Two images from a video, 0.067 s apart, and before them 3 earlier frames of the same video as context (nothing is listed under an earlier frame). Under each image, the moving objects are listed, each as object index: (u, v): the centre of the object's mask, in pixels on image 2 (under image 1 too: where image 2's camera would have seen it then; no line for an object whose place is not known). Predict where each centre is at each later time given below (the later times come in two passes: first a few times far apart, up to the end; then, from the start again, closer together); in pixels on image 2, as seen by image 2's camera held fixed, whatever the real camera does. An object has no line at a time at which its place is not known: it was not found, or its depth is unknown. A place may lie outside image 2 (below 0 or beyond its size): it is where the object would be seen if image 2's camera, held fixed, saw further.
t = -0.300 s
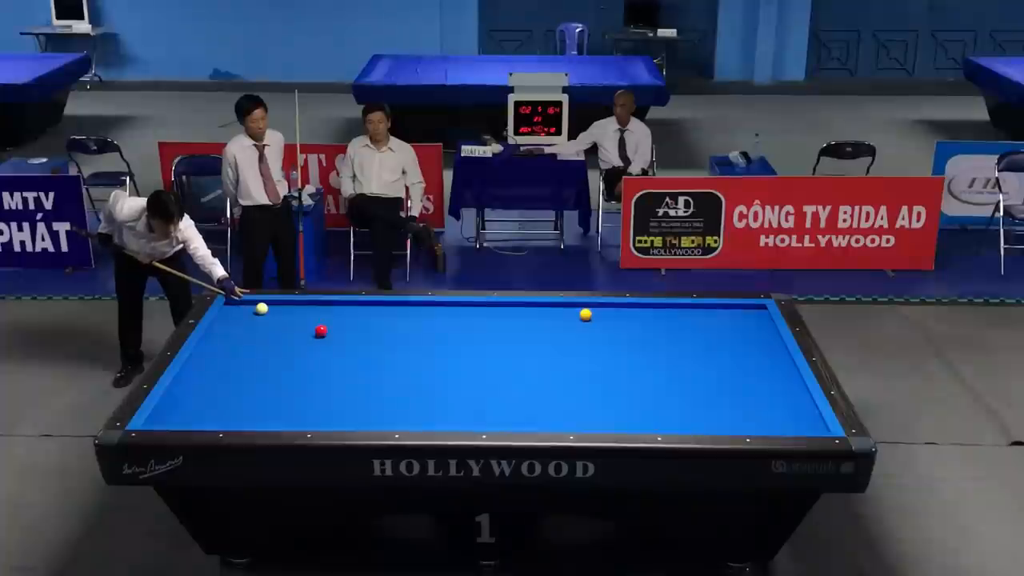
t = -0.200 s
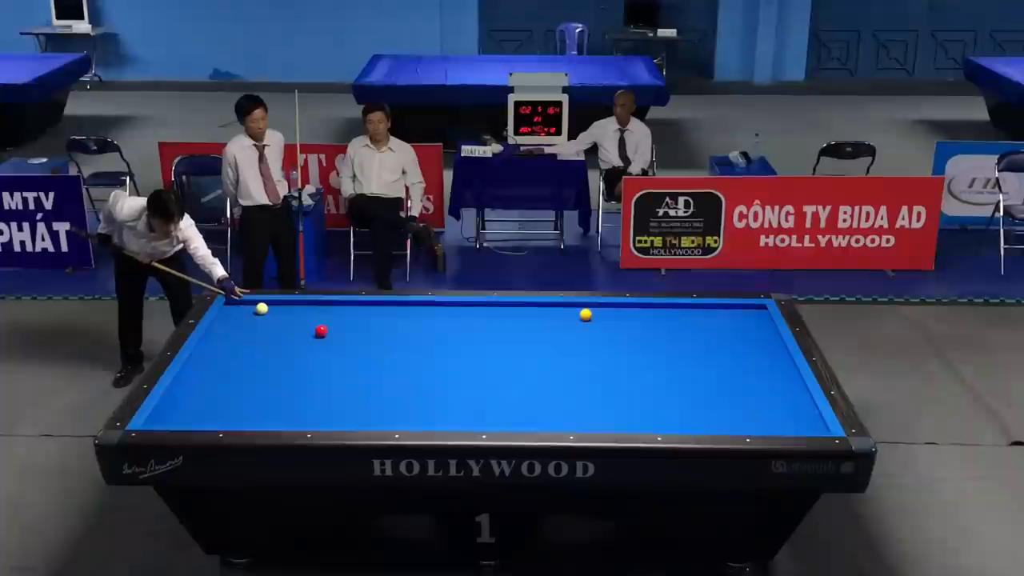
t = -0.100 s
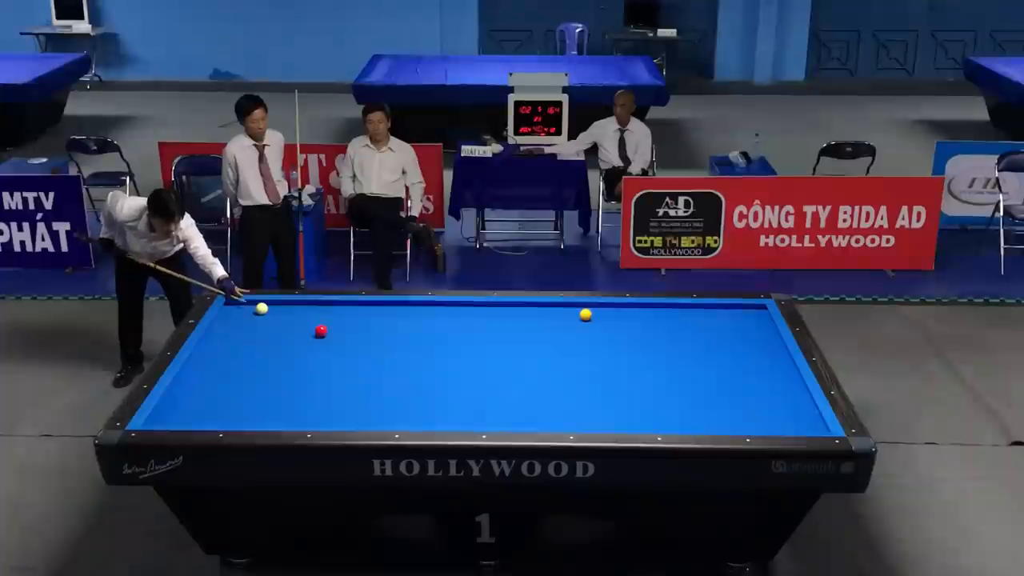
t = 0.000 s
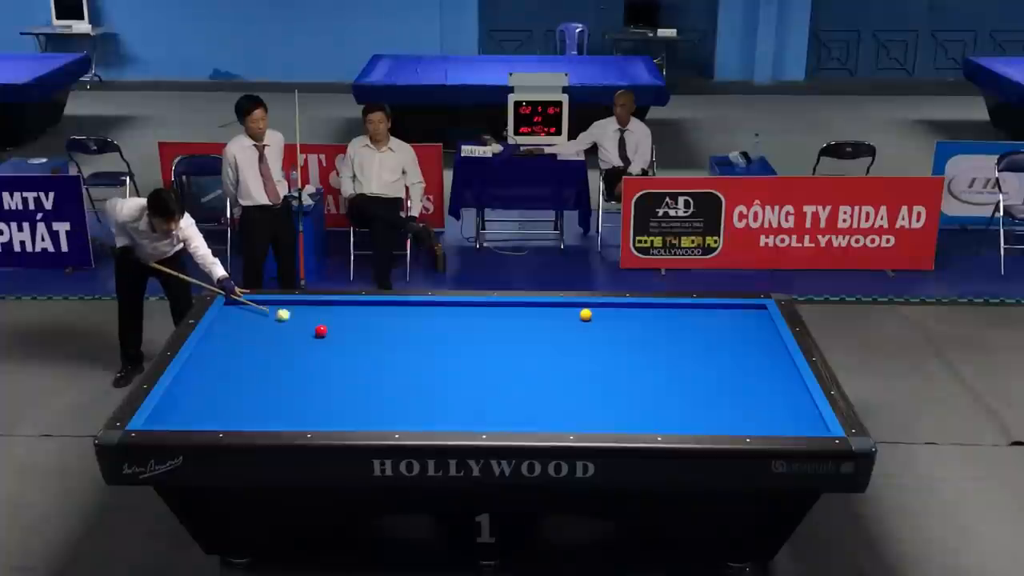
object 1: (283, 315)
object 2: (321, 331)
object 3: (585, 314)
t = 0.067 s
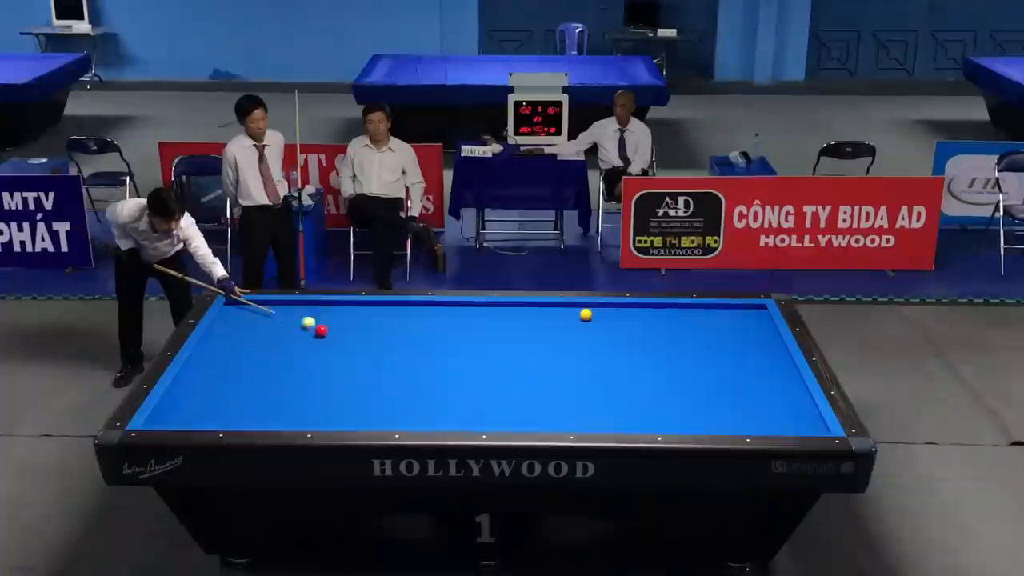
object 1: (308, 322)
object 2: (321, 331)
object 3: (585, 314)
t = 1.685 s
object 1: (629, 329)
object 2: (433, 366)
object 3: (666, 309)
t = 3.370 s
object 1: (784, 362)
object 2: (529, 314)
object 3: (724, 331)
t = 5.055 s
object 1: (725, 375)
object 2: (576, 350)
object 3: (644, 352)
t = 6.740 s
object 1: (686, 383)
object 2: (610, 384)
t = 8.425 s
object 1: (672, 385)
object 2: (630, 414)
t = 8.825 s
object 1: (671, 385)
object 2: (634, 420)
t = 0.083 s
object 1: (314, 324)
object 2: (321, 331)
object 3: (585, 314)
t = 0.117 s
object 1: (326, 325)
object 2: (322, 334)
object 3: (585, 314)
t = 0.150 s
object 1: (336, 325)
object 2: (323, 339)
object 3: (585, 314)
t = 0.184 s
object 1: (346, 324)
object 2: (325, 343)
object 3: (585, 314)
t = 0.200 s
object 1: (351, 324)
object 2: (326, 345)
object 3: (585, 314)
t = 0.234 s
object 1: (361, 324)
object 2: (328, 350)
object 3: (585, 314)
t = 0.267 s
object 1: (370, 323)
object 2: (329, 354)
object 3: (585, 314)
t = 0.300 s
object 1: (379, 323)
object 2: (331, 359)
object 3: (585, 314)
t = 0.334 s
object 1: (388, 322)
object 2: (333, 363)
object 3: (585, 314)
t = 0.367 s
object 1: (396, 322)
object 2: (334, 367)
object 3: (585, 314)
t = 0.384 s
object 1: (400, 322)
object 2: (335, 370)
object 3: (585, 314)
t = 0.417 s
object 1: (409, 322)
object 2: (336, 374)
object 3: (585, 314)
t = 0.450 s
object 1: (418, 322)
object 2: (338, 378)
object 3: (585, 314)
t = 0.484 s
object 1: (426, 321)
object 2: (340, 381)
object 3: (585, 314)
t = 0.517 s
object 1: (435, 321)
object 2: (341, 385)
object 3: (585, 314)
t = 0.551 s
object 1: (443, 321)
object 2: (343, 389)
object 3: (585, 314)
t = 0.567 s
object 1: (447, 321)
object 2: (344, 391)
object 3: (585, 314)
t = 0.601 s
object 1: (456, 320)
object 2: (345, 395)
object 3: (585, 314)
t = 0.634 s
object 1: (464, 320)
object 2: (347, 399)
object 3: (585, 314)
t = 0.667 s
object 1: (473, 320)
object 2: (349, 404)
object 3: (585, 314)
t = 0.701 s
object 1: (481, 319)
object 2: (350, 407)
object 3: (585, 314)
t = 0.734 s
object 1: (489, 319)
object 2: (352, 412)
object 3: (585, 314)
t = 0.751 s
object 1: (493, 319)
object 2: (353, 413)
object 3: (585, 314)
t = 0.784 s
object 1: (502, 319)
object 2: (354, 418)
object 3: (585, 314)
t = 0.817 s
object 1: (510, 319)
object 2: (357, 420)
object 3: (585, 314)
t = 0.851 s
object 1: (518, 318)
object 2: (359, 422)
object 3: (585, 314)
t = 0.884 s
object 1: (527, 318)
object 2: (362, 420)
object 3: (585, 314)
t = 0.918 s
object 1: (535, 318)
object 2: (366, 418)
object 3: (585, 314)
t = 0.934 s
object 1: (539, 318)
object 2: (367, 417)
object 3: (585, 314)
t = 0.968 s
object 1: (547, 318)
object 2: (371, 414)
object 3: (585, 314)
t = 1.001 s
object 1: (555, 318)
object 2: (374, 410)
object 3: (585, 314)
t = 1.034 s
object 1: (563, 317)
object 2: (377, 408)
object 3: (585, 314)
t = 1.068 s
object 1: (572, 317)
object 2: (381, 405)
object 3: (585, 314)
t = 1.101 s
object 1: (576, 317)
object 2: (384, 403)
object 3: (589, 314)
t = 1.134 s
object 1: (578, 318)
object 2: (387, 401)
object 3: (595, 313)
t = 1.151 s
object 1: (579, 318)
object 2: (388, 399)
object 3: (598, 312)
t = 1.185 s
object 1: (581, 320)
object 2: (392, 397)
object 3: (603, 311)
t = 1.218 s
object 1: (584, 320)
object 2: (395, 395)
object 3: (609, 310)
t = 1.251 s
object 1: (587, 321)
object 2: (397, 393)
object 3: (614, 310)
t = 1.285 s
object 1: (590, 322)
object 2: (400, 391)
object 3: (619, 308)
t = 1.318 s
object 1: (593, 322)
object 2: (403, 388)
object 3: (623, 308)
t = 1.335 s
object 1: (595, 323)
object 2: (405, 387)
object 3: (625, 307)
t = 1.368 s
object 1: (598, 323)
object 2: (407, 385)
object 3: (629, 307)
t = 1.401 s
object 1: (601, 324)
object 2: (411, 383)
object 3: (633, 306)
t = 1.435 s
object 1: (605, 325)
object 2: (413, 381)
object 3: (638, 306)
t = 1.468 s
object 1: (608, 325)
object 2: (416, 379)
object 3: (641, 306)
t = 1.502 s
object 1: (611, 326)
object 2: (419, 377)
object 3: (645, 306)
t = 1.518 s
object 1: (613, 326)
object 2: (420, 376)
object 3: (647, 306)
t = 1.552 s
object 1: (616, 327)
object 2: (423, 374)
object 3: (651, 307)
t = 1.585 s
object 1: (619, 328)
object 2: (426, 372)
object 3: (655, 308)
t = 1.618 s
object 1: (623, 328)
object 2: (428, 370)
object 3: (659, 308)
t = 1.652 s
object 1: (626, 329)
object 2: (431, 368)
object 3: (662, 308)
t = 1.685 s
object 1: (629, 329)
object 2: (433, 366)
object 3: (666, 309)
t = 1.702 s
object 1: (630, 330)
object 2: (435, 365)
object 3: (668, 309)
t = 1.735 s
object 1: (634, 330)
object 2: (437, 363)
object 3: (672, 309)
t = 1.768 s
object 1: (637, 331)
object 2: (440, 362)
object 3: (676, 310)
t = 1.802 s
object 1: (640, 332)
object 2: (442, 360)
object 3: (679, 310)
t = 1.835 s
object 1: (644, 332)
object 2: (445, 358)
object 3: (683, 311)
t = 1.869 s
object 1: (647, 333)
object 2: (447, 356)
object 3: (687, 311)
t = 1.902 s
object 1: (650, 334)
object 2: (450, 354)
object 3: (691, 311)
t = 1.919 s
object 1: (652, 334)
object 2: (451, 353)
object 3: (692, 312)
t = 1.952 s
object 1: (655, 335)
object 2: (454, 352)
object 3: (696, 312)
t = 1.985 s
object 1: (658, 335)
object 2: (456, 350)
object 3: (700, 313)
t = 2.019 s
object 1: (662, 336)
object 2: (458, 348)
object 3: (704, 313)
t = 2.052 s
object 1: (665, 337)
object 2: (461, 346)
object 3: (708, 313)
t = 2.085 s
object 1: (668, 337)
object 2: (463, 345)
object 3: (711, 314)
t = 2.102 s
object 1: (670, 338)
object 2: (464, 344)
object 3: (713, 314)
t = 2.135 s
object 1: (673, 338)
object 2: (466, 342)
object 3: (717, 314)
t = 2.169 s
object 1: (676, 339)
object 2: (469, 341)
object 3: (720, 315)
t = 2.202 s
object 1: (679, 340)
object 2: (471, 339)
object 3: (724, 315)
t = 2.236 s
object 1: (683, 340)
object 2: (473, 337)
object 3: (728, 315)
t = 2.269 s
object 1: (686, 341)
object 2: (475, 336)
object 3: (732, 316)
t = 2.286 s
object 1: (688, 341)
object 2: (476, 335)
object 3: (734, 316)
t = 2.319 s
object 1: (691, 342)
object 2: (478, 333)
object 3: (737, 317)
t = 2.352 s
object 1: (694, 342)
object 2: (480, 332)
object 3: (741, 317)
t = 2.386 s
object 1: (697, 343)
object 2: (483, 330)
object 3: (745, 318)
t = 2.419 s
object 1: (701, 344)
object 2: (485, 329)
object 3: (748, 318)
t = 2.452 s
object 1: (704, 345)
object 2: (487, 327)
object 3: (752, 318)
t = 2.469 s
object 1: (706, 345)
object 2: (488, 326)
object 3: (754, 319)
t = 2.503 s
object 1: (709, 346)
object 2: (490, 325)
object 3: (758, 319)
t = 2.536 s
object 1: (712, 346)
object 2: (492, 323)
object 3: (762, 319)
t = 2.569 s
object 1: (715, 347)
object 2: (494, 322)
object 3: (765, 320)
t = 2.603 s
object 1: (719, 347)
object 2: (496, 320)
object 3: (766, 320)
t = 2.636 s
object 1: (722, 348)
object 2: (499, 319)
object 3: (764, 321)
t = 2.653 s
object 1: (724, 348)
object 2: (499, 318)
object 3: (763, 321)
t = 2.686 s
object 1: (727, 349)
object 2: (501, 317)
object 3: (761, 321)
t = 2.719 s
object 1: (730, 350)
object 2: (504, 315)
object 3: (759, 322)
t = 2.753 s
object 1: (733, 351)
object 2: (505, 314)
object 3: (757, 322)
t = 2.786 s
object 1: (737, 351)
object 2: (507, 313)
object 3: (755, 323)
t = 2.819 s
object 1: (740, 352)
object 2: (509, 311)
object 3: (754, 323)
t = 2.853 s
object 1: (743, 353)
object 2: (511, 310)
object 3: (751, 323)
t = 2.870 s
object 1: (745, 353)
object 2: (512, 309)
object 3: (751, 324)
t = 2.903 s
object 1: (748, 353)
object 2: (514, 308)
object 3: (749, 324)
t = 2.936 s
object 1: (751, 354)
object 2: (516, 307)
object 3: (747, 325)
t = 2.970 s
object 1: (754, 355)
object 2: (518, 305)
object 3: (745, 325)
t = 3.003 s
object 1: (758, 356)
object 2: (519, 305)
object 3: (744, 326)
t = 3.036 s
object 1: (761, 356)
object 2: (520, 306)
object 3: (742, 326)
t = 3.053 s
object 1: (763, 357)
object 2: (520, 307)
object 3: (741, 326)
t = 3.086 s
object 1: (766, 357)
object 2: (521, 307)
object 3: (739, 327)
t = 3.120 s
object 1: (769, 358)
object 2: (522, 308)
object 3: (737, 328)
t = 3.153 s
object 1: (773, 359)
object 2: (523, 309)
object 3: (736, 328)
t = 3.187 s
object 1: (776, 359)
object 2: (524, 309)
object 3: (734, 328)
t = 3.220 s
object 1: (779, 360)
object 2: (525, 310)
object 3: (732, 329)
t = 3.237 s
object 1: (781, 360)
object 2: (526, 310)
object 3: (731, 329)
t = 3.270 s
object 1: (784, 361)
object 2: (526, 311)
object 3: (730, 329)
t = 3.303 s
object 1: (787, 362)
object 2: (527, 313)
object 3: (728, 330)
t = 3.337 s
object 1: (786, 362)
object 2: (528, 313)
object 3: (726, 330)
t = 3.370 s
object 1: (784, 362)
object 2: (529, 314)
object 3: (724, 331)
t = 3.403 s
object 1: (783, 363)
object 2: (530, 314)
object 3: (723, 331)
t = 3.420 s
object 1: (782, 363)
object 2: (531, 315)
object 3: (722, 331)
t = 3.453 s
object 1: (781, 363)
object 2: (532, 316)
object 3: (720, 332)
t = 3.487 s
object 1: (780, 363)
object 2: (533, 317)
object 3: (718, 332)
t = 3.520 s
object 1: (778, 364)
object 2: (534, 317)
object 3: (716, 333)
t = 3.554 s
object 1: (777, 364)
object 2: (535, 318)
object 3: (715, 333)
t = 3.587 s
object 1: (775, 364)
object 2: (536, 319)
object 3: (713, 334)
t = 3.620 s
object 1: (774, 365)
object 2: (537, 319)
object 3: (711, 334)
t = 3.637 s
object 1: (773, 365)
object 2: (537, 320)
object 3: (711, 334)
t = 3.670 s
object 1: (772, 365)
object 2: (538, 321)
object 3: (709, 335)
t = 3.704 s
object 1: (771, 365)
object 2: (539, 321)
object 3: (707, 335)
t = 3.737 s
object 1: (770, 366)
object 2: (540, 322)
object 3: (706, 335)
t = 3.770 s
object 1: (768, 366)
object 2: (541, 323)
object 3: (704, 336)
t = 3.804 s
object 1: (767, 366)
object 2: (542, 324)
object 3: (702, 337)
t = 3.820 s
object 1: (767, 366)
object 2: (542, 324)
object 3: (701, 337)
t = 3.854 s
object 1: (765, 367)
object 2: (543, 325)
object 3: (700, 337)
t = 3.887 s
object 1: (764, 367)
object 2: (544, 325)
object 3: (698, 338)
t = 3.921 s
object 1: (763, 367)
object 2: (545, 326)
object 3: (697, 338)
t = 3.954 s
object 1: (761, 367)
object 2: (546, 327)
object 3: (695, 338)
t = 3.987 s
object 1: (760, 368)
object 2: (547, 327)
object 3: (693, 339)
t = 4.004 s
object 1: (759, 368)
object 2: (548, 328)
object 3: (692, 339)
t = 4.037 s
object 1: (758, 368)
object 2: (549, 328)
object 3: (691, 339)
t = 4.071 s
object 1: (757, 368)
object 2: (549, 329)
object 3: (689, 340)
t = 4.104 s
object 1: (756, 368)
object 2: (550, 330)
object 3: (687, 340)
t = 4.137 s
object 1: (755, 369)
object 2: (551, 330)
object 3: (686, 341)
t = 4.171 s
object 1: (753, 369)
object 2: (552, 331)
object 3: (684, 341)
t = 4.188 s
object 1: (753, 369)
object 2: (553, 332)
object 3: (683, 341)
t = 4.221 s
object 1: (752, 369)
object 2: (553, 333)
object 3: (682, 342)
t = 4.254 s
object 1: (751, 370)
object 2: (555, 333)
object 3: (680, 342)
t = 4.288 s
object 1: (749, 370)
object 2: (555, 334)
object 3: (679, 342)
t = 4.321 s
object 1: (748, 370)
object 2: (557, 334)
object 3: (677, 343)
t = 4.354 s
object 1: (747, 370)
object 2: (557, 335)
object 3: (675, 343)
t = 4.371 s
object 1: (747, 370)
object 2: (558, 336)
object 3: (675, 344)
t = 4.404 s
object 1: (745, 371)
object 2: (559, 336)
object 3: (673, 344)
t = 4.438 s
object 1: (745, 371)
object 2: (560, 337)
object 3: (671, 344)
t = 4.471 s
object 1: (743, 371)
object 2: (560, 338)
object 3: (670, 345)
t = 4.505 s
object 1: (742, 371)
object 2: (561, 338)
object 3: (668, 345)
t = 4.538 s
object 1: (741, 372)
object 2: (562, 339)
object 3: (667, 346)
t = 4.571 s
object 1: (740, 372)
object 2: (563, 340)
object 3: (665, 346)
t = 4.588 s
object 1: (740, 372)
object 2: (563, 340)
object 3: (665, 346)
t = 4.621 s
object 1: (738, 372)
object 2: (564, 341)
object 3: (663, 346)
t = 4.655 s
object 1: (737, 372)
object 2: (565, 341)
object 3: (661, 347)
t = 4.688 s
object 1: (736, 373)
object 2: (566, 342)
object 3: (660, 347)
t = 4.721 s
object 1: (735, 373)
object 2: (567, 343)
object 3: (659, 348)
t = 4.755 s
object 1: (734, 373)
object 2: (568, 344)
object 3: (657, 348)
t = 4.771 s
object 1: (733, 373)
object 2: (569, 344)
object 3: (656, 348)
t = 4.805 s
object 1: (732, 373)
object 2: (570, 345)
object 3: (655, 349)
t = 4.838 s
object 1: (731, 374)
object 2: (571, 345)
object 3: (653, 349)
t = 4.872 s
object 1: (730, 374)
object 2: (571, 346)
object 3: (652, 350)
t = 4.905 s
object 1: (729, 374)
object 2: (572, 347)
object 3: (651, 350)
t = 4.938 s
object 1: (728, 374)
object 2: (573, 347)
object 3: (649, 350)
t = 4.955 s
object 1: (728, 374)
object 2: (573, 347)
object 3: (648, 350)
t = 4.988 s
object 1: (727, 374)
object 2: (574, 348)
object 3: (647, 351)
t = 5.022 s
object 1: (726, 374)
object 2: (575, 349)
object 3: (645, 352)
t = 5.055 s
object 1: (725, 375)
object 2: (576, 350)
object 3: (644, 352)
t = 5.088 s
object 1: (724, 375)
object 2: (577, 350)
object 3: (643, 352)
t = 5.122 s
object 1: (723, 375)
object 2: (578, 351)
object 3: (641, 353)
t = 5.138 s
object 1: (722, 375)
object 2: (578, 351)
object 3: (640, 353)
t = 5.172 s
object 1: (721, 375)
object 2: (579, 352)
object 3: (639, 353)
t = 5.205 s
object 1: (720, 375)
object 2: (580, 352)
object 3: (638, 354)
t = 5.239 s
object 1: (719, 376)
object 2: (581, 353)
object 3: (636, 354)
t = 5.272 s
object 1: (719, 376)
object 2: (582, 354)
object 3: (635, 354)
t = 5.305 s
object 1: (718, 376)
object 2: (583, 354)
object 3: (634, 355)
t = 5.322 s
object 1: (717, 376)
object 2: (583, 355)
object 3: (633, 355)
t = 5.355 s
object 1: (716, 376)
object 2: (584, 355)
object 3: (632, 355)
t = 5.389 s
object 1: (715, 376)
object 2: (585, 356)
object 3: (630, 355)
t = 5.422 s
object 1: (714, 376)
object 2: (586, 357)
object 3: (629, 356)
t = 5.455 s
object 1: (714, 377)
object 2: (586, 357)
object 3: (628, 356)
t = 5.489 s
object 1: (713, 377)
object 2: (587, 358)
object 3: (626, 357)
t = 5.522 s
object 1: (712, 377)
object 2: (588, 359)
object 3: (625, 357)
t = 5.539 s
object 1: (711, 377)
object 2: (589, 359)
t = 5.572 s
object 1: (711, 377)
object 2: (590, 360)
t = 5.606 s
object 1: (709, 377)
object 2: (590, 360)
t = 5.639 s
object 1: (709, 378)
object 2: (591, 361)
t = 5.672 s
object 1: (708, 378)
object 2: (592, 362)
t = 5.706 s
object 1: (707, 378)
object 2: (593, 362)
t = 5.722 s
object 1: (707, 378)
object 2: (593, 363)
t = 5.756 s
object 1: (706, 378)
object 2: (594, 363)
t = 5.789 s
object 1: (705, 378)
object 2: (595, 364)
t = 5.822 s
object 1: (704, 379)
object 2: (596, 364)
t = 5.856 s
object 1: (704, 379)
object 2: (596, 365)
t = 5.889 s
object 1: (703, 379)
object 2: (597, 366)
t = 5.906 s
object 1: (702, 379)
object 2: (598, 366)
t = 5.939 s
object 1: (701, 379)
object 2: (598, 367)
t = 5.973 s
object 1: (701, 379)
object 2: (599, 367)
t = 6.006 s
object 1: (700, 379)
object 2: (600, 368)
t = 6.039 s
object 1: (699, 379)
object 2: (600, 369)
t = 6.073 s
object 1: (699, 379)
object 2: (601, 370)
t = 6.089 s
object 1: (698, 380)
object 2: (601, 370)
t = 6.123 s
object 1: (698, 380)
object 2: (601, 371)
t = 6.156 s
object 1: (697, 380)
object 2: (602, 371)
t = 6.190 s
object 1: (696, 380)
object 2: (602, 372)
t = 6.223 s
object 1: (695, 380)
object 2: (603, 373)
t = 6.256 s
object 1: (695, 380)
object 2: (603, 373)
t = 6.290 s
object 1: (694, 381)
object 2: (603, 374)
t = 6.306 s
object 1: (694, 381)
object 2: (604, 374)
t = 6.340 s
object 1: (693, 381)
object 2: (604, 375)
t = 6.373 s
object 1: (693, 381)
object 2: (605, 376)
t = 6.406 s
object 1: (692, 381)
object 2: (605, 376)
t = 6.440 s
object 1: (691, 381)
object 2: (606, 377)
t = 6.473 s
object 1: (691, 382)
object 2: (606, 378)
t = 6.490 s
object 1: (690, 382)
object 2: (606, 378)
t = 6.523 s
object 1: (690, 382)
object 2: (607, 379)
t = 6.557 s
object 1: (689, 382)
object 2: (607, 380)
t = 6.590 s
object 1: (689, 382)
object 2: (608, 380)
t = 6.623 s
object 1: (688, 382)
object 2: (608, 381)
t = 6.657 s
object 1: (688, 382)
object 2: (609, 382)
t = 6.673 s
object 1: (687, 382)
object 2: (609, 382)
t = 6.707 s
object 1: (687, 382)
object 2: (609, 383)
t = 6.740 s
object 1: (686, 383)
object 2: (610, 384)
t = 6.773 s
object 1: (685, 383)
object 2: (610, 384)
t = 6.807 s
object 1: (685, 383)
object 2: (611, 385)
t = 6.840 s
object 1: (685, 383)
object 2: (611, 386)
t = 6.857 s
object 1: (684, 383)
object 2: (611, 386)
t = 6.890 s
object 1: (684, 383)
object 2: (612, 387)
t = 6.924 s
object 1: (683, 383)
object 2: (612, 387)
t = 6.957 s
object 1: (683, 383)
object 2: (613, 388)
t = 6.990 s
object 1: (682, 383)
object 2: (613, 389)
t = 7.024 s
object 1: (681, 383)
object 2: (613, 389)
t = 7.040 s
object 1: (681, 383)
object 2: (614, 389)
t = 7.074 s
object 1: (681, 383)
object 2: (614, 390)
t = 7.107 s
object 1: (681, 383)
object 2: (615, 391)
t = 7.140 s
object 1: (680, 383)
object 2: (615, 392)
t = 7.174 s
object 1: (679, 383)
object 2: (615, 392)
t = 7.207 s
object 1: (679, 383)
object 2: (616, 393)
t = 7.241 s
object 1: (679, 384)
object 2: (616, 394)
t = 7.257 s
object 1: (679, 384)
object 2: (617, 394)
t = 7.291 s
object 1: (678, 384)
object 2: (617, 395)
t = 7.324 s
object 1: (678, 384)
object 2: (617, 395)
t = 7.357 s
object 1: (678, 384)
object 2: (618, 396)
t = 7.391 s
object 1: (677, 384)
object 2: (618, 396)
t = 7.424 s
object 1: (677, 384)
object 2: (618, 397)
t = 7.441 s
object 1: (677, 384)
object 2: (619, 398)
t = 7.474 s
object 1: (676, 384)
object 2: (619, 398)
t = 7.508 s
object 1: (676, 384)
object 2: (620, 399)
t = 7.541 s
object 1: (676, 384)
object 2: (620, 399)
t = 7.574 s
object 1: (676, 384)
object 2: (621, 400)
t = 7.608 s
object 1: (675, 384)
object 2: (621, 401)
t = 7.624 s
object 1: (675, 384)
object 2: (621, 401)
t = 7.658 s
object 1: (675, 384)
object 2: (621, 401)
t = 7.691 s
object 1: (675, 384)
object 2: (622, 402)
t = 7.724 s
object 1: (674, 384)
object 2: (622, 403)
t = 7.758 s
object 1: (674, 384)
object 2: (623, 403)
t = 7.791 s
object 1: (674, 385)
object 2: (623, 404)
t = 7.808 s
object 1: (674, 385)
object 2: (624, 404)
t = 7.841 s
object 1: (674, 385)
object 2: (624, 405)
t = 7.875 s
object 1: (673, 385)
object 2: (624, 405)
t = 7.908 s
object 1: (673, 385)
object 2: (625, 406)
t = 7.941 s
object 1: (673, 385)
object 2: (625, 406)
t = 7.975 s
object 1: (673, 385)
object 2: (625, 407)
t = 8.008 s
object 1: (673, 385)
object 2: (626, 407)
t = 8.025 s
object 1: (673, 385)
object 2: (626, 407)
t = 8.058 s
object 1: (673, 385)
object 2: (626, 408)
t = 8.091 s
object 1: (673, 385)
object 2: (627, 409)
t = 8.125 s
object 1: (672, 385)
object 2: (627, 409)
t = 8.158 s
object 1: (672, 385)
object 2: (627, 410)
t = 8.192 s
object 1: (672, 385)
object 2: (628, 410)
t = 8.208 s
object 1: (672, 385)
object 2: (628, 411)
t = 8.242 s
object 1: (672, 385)
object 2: (628, 411)
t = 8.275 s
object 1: (672, 385)
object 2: (629, 412)
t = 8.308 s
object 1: (672, 385)
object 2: (629, 412)
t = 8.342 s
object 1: (672, 385)
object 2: (629, 413)
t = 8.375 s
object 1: (672, 385)
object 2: (630, 413)
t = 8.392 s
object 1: (672, 385)
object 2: (630, 413)
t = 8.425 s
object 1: (672, 385)
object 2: (630, 414)
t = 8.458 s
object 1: (672, 385)
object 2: (631, 414)
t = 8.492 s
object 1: (672, 385)
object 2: (631, 415)
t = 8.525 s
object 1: (672, 385)
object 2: (631, 415)
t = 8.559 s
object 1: (672, 385)
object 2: (632, 416)
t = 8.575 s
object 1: (672, 385)
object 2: (632, 416)
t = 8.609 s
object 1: (672, 385)
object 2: (632, 416)
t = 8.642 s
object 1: (672, 385)
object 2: (633, 417)
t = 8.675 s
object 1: (672, 385)
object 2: (633, 418)
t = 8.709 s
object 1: (671, 385)
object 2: (633, 418)
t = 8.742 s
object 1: (671, 385)
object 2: (634, 419)
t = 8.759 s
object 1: (671, 385)
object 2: (634, 419)
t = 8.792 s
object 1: (671, 385)
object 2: (634, 419)
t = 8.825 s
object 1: (671, 385)
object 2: (634, 420)
